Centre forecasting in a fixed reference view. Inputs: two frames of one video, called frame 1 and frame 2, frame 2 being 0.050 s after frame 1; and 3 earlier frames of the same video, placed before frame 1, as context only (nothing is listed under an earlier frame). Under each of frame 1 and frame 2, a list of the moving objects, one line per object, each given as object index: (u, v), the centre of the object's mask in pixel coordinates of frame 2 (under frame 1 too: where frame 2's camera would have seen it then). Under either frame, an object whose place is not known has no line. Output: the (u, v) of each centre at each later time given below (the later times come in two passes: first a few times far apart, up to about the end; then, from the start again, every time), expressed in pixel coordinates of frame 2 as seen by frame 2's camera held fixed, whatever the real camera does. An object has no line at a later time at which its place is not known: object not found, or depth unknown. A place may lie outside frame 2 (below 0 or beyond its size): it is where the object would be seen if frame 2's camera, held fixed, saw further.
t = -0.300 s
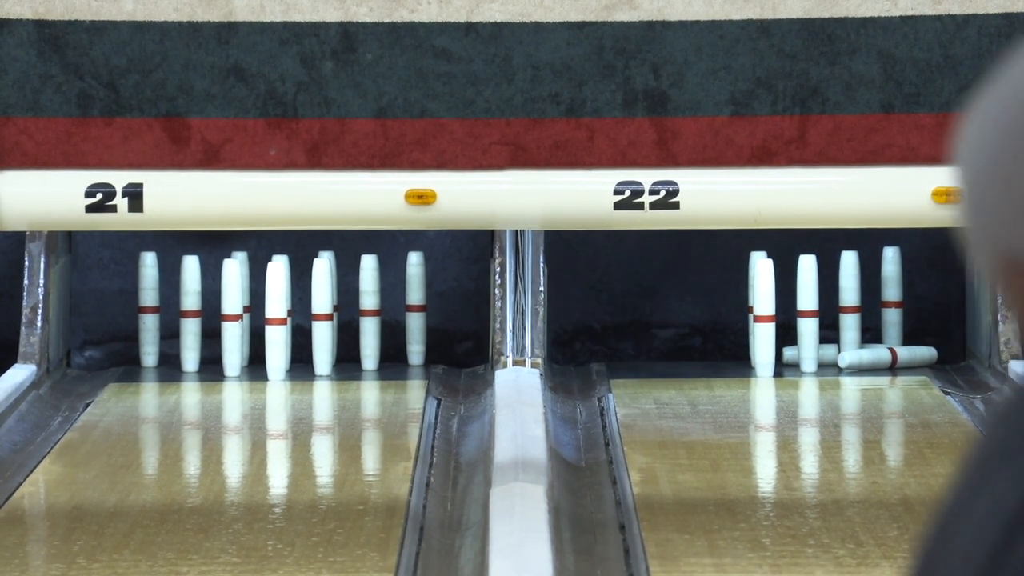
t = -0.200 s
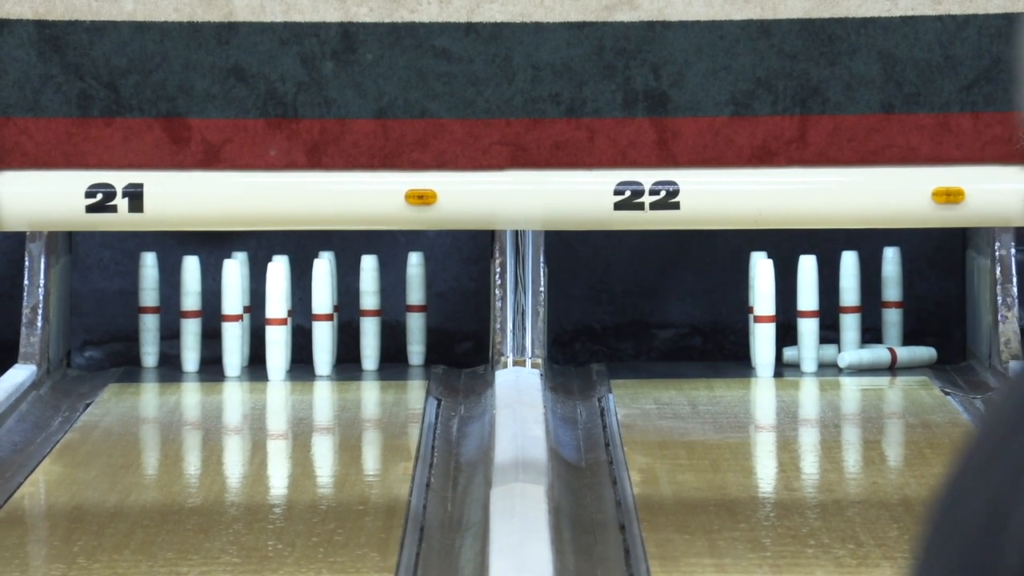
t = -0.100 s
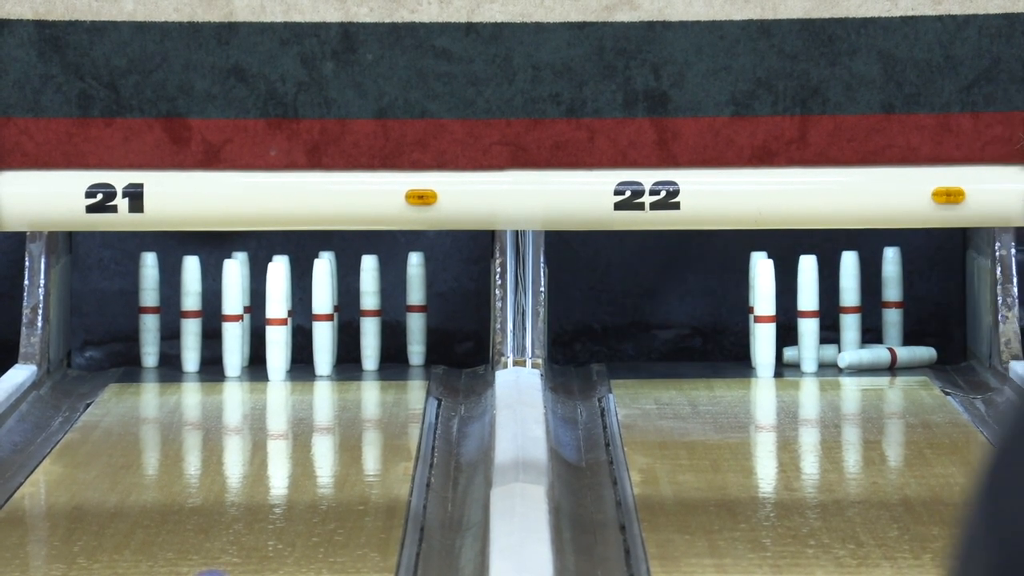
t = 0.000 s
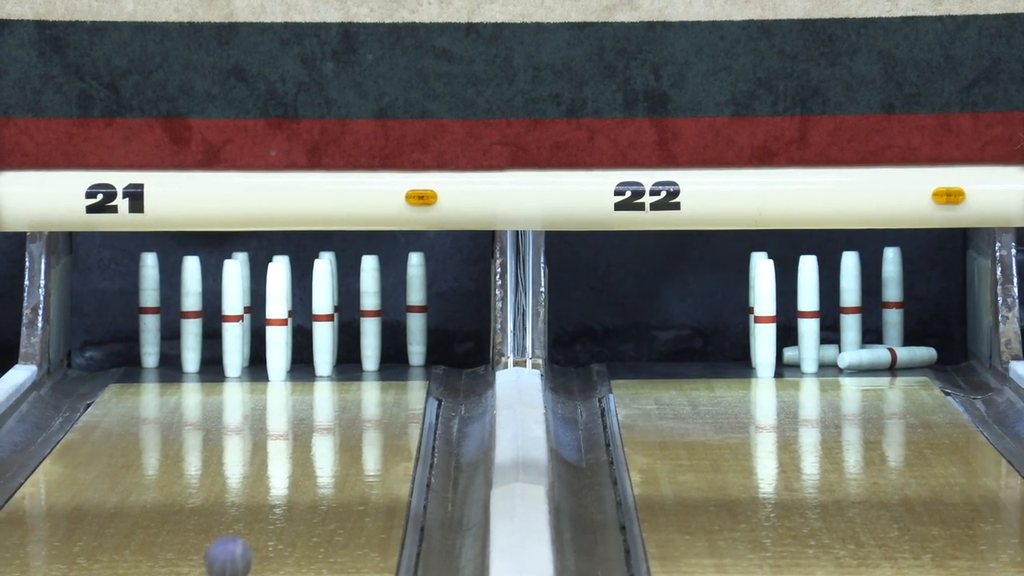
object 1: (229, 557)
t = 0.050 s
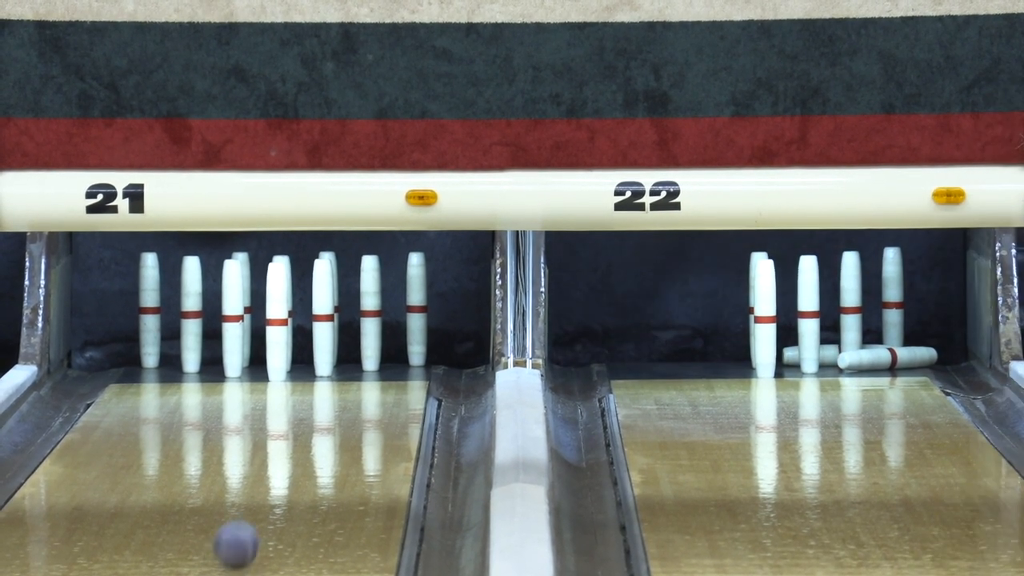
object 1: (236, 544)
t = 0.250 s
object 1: (261, 489)
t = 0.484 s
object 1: (280, 437)
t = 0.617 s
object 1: (288, 413)
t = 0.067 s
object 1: (239, 539)
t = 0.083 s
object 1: (241, 534)
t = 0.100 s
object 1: (244, 528)
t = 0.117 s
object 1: (246, 524)
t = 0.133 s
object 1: (247, 520)
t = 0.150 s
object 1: (250, 515)
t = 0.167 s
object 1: (251, 510)
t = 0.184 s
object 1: (253, 506)
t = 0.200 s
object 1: (255, 501)
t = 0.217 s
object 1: (257, 497)
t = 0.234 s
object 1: (259, 493)
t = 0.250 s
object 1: (261, 489)
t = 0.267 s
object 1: (262, 484)
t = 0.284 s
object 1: (264, 480)
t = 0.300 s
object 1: (266, 476)
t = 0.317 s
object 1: (267, 472)
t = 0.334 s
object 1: (269, 468)
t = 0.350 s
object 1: (271, 465)
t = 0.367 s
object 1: (272, 461)
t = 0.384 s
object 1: (273, 457)
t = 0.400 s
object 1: (275, 453)
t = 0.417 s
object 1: (276, 450)
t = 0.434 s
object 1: (277, 446)
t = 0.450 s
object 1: (278, 443)
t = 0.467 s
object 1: (279, 440)
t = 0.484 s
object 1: (280, 437)
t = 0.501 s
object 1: (281, 434)
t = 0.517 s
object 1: (282, 430)
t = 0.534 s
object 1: (283, 427)
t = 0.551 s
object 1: (284, 424)
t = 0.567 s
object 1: (285, 421)
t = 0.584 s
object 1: (286, 418)
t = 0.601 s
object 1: (287, 416)
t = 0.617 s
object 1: (288, 413)
